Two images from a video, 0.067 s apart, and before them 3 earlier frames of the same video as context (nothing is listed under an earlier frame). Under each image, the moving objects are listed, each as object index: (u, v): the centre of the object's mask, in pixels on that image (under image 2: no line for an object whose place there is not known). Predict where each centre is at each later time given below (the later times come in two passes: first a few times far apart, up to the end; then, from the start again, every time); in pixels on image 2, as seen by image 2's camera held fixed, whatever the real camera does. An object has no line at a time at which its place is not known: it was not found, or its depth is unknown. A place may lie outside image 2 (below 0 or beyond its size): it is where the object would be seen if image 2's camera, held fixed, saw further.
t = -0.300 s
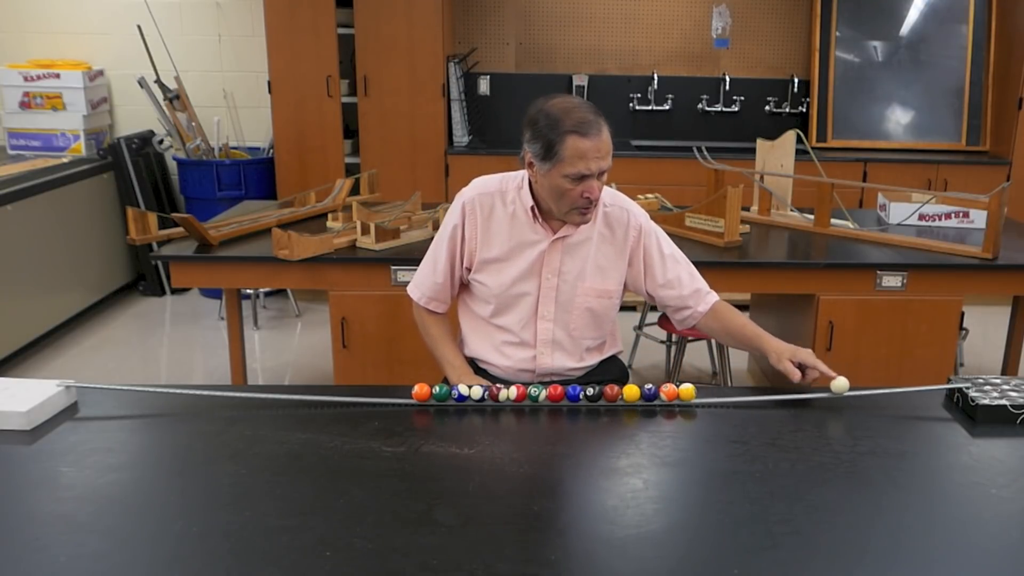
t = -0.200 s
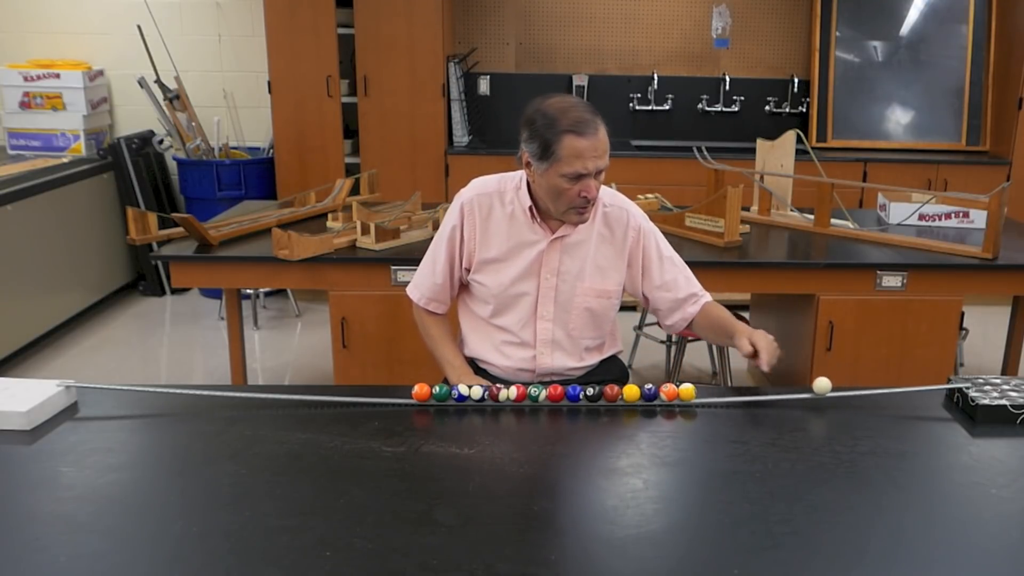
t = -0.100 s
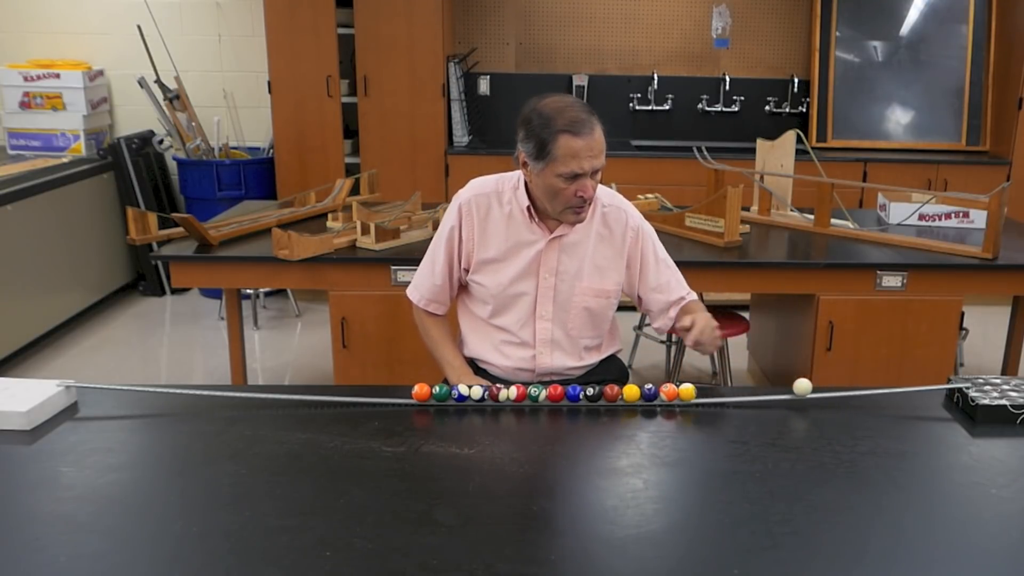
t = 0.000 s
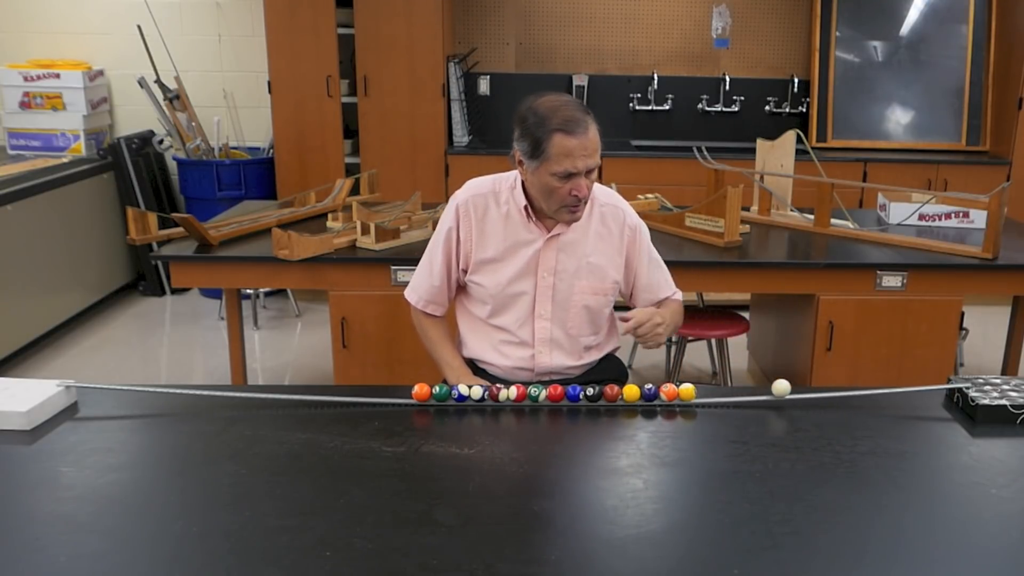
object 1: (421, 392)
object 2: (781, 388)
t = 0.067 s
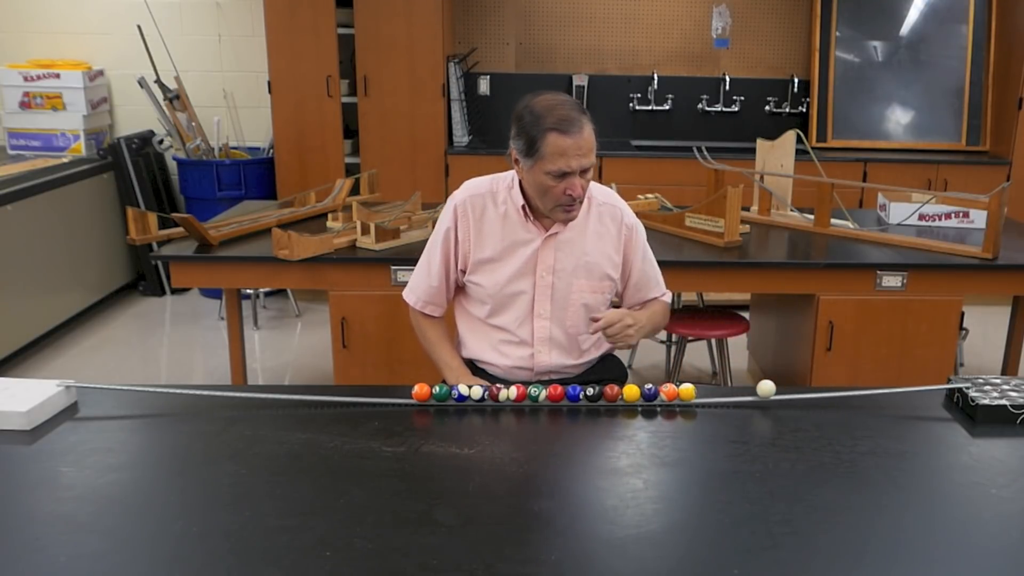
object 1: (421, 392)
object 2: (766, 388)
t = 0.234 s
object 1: (421, 392)
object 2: (725, 390)
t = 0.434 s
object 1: (403, 391)
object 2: (705, 391)
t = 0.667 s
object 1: (374, 391)
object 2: (705, 391)
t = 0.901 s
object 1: (351, 390)
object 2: (705, 391)
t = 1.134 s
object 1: (336, 389)
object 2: (705, 391)
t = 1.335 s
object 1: (329, 389)
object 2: (705, 391)
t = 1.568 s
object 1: (328, 389)
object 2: (705, 391)
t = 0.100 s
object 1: (421, 392)
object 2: (758, 389)
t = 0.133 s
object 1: (421, 392)
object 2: (750, 389)
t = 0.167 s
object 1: (421, 392)
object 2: (742, 389)
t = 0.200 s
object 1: (421, 392)
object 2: (733, 390)
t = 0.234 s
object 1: (421, 392)
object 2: (725, 390)
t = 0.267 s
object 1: (421, 392)
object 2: (716, 391)
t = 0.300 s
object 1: (421, 392)
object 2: (708, 391)
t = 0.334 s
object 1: (417, 392)
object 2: (706, 391)
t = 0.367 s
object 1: (412, 392)
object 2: (706, 391)
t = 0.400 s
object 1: (407, 392)
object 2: (705, 391)
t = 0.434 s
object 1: (403, 391)
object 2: (705, 391)
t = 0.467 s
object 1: (398, 391)
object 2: (706, 391)
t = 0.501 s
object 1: (393, 391)
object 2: (705, 391)
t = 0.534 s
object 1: (389, 391)
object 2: (705, 391)
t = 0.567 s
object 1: (385, 391)
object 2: (705, 391)
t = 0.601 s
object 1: (381, 391)
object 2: (705, 391)
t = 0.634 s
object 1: (377, 391)
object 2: (705, 391)
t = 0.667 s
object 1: (374, 391)
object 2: (705, 391)
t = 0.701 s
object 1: (370, 391)
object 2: (705, 391)
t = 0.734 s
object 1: (366, 391)
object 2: (705, 391)
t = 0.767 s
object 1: (363, 390)
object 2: (705, 391)
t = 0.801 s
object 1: (360, 390)
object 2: (705, 391)
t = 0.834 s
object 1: (357, 390)
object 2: (705, 391)
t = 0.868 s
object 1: (354, 390)
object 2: (705, 391)
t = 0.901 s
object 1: (351, 390)
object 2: (705, 391)
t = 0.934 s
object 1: (349, 390)
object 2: (705, 391)
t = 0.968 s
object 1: (346, 390)
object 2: (705, 391)
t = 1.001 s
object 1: (344, 390)
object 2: (705, 391)
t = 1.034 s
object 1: (341, 390)
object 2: (705, 391)
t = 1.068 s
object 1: (339, 389)
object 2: (705, 391)
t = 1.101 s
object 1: (337, 389)
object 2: (705, 391)
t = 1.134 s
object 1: (336, 389)
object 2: (705, 391)
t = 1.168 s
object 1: (334, 389)
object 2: (705, 391)
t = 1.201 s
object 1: (333, 389)
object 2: (705, 391)
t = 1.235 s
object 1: (331, 389)
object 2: (705, 391)
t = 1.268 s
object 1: (330, 389)
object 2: (705, 391)
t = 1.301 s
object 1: (330, 389)
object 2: (705, 391)
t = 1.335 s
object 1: (329, 389)
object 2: (705, 391)
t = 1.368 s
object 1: (328, 389)
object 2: (705, 391)
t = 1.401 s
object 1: (328, 389)
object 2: (705, 391)
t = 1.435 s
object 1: (328, 389)
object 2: (705, 391)
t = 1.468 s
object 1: (328, 389)
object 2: (705, 391)
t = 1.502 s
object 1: (328, 389)
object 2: (705, 391)
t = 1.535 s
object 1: (328, 389)
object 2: (705, 391)
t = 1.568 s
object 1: (328, 389)
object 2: (705, 391)
